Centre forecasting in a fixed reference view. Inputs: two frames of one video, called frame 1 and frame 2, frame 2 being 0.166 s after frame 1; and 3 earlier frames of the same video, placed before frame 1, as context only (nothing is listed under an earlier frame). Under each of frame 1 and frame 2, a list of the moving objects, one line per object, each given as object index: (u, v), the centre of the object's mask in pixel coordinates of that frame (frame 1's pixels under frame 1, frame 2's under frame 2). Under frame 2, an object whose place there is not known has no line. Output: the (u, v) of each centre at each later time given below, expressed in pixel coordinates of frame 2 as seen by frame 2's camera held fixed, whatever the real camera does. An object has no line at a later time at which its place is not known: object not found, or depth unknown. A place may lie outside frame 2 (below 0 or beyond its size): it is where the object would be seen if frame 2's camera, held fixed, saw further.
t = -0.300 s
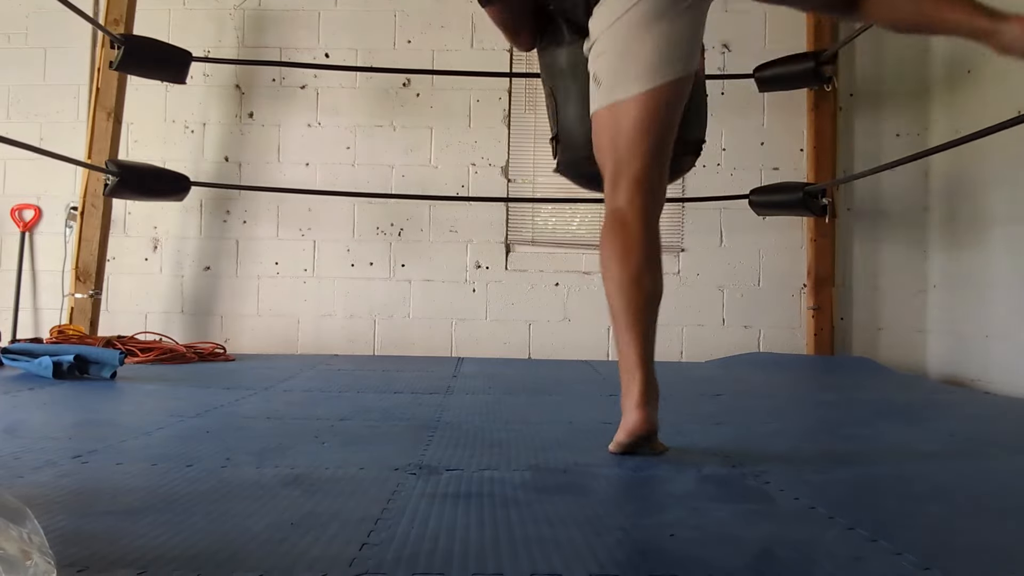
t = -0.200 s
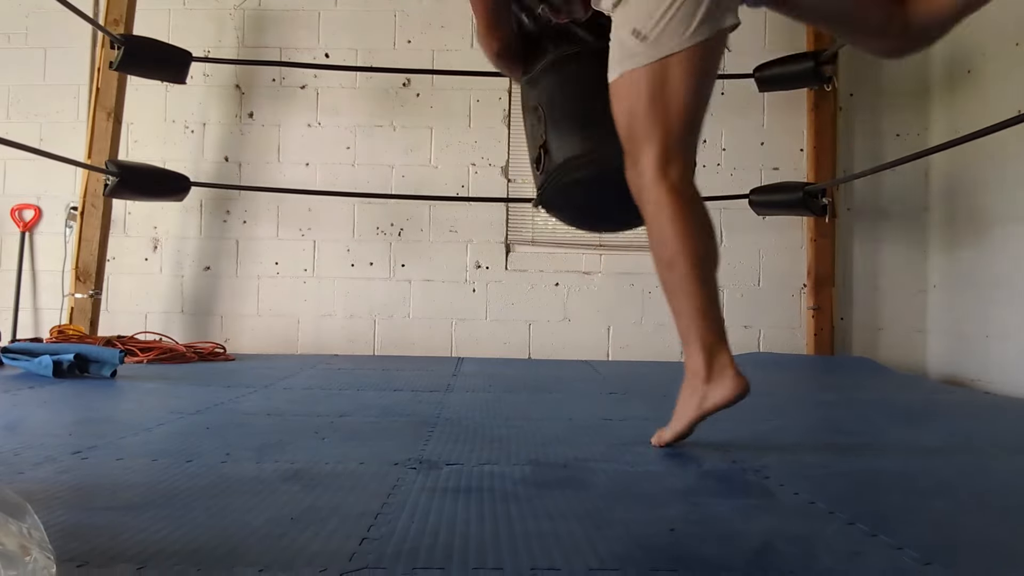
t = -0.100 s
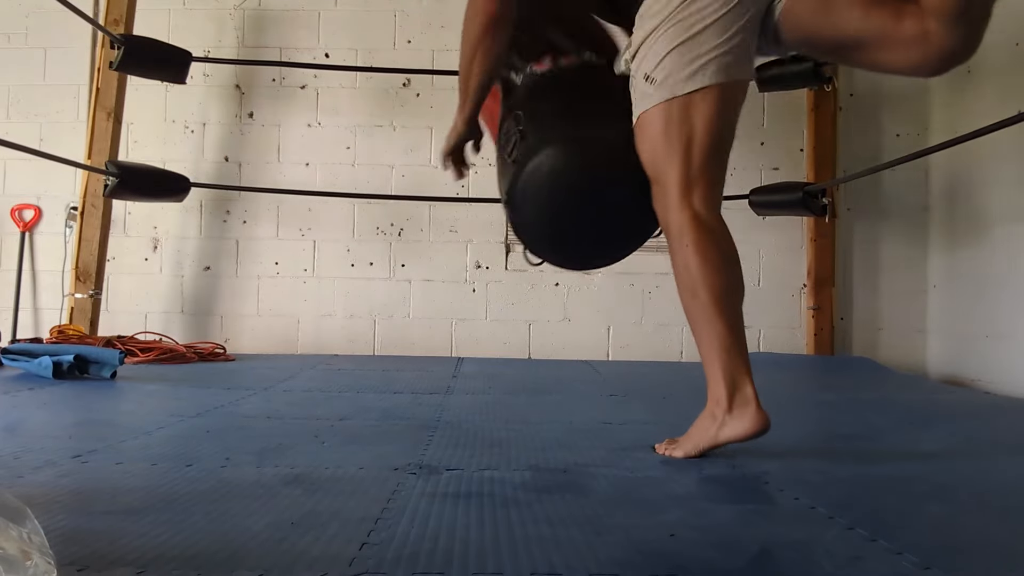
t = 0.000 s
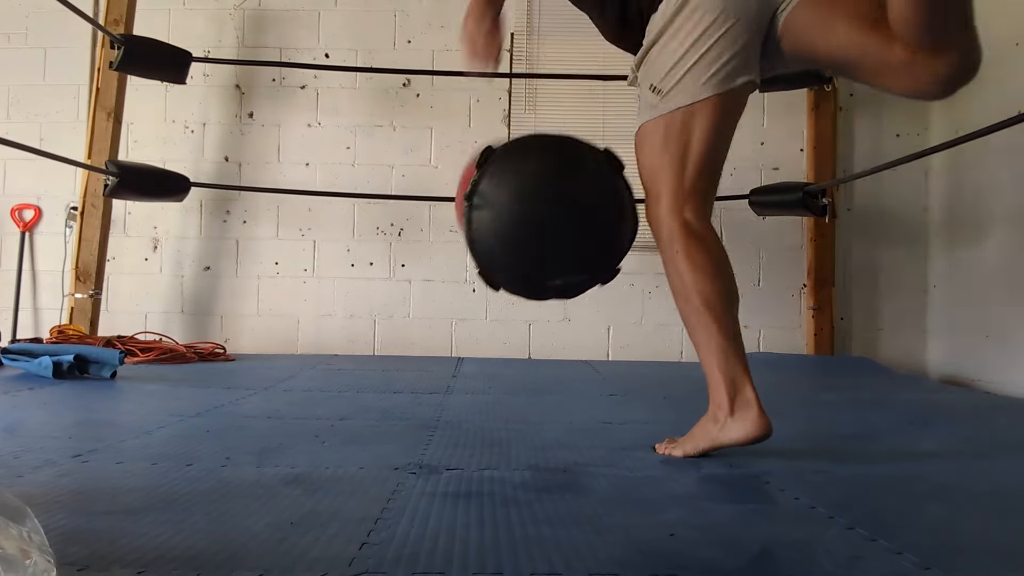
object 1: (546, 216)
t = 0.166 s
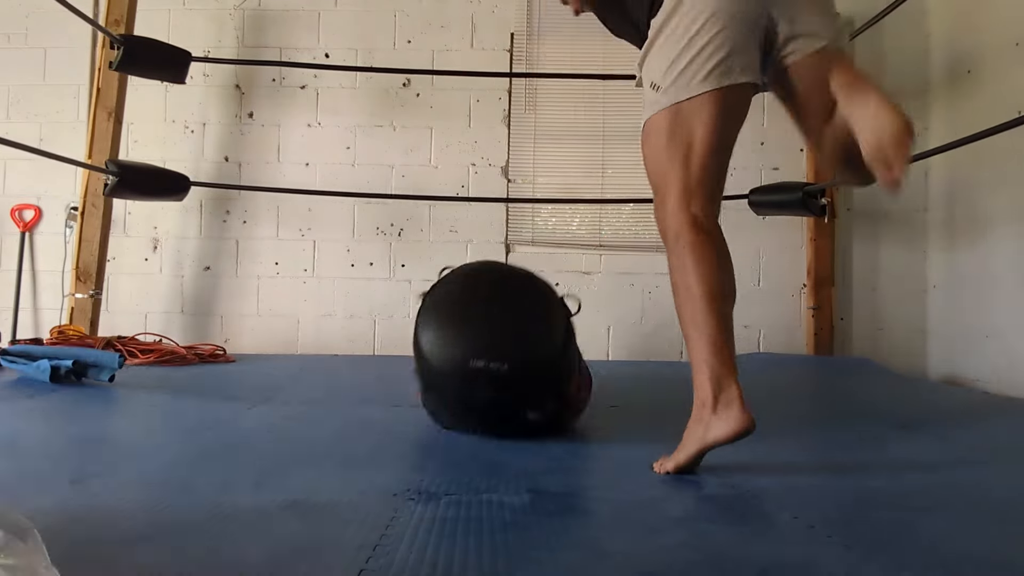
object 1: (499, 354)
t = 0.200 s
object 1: (496, 362)
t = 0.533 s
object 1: (495, 378)
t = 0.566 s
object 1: (496, 377)
